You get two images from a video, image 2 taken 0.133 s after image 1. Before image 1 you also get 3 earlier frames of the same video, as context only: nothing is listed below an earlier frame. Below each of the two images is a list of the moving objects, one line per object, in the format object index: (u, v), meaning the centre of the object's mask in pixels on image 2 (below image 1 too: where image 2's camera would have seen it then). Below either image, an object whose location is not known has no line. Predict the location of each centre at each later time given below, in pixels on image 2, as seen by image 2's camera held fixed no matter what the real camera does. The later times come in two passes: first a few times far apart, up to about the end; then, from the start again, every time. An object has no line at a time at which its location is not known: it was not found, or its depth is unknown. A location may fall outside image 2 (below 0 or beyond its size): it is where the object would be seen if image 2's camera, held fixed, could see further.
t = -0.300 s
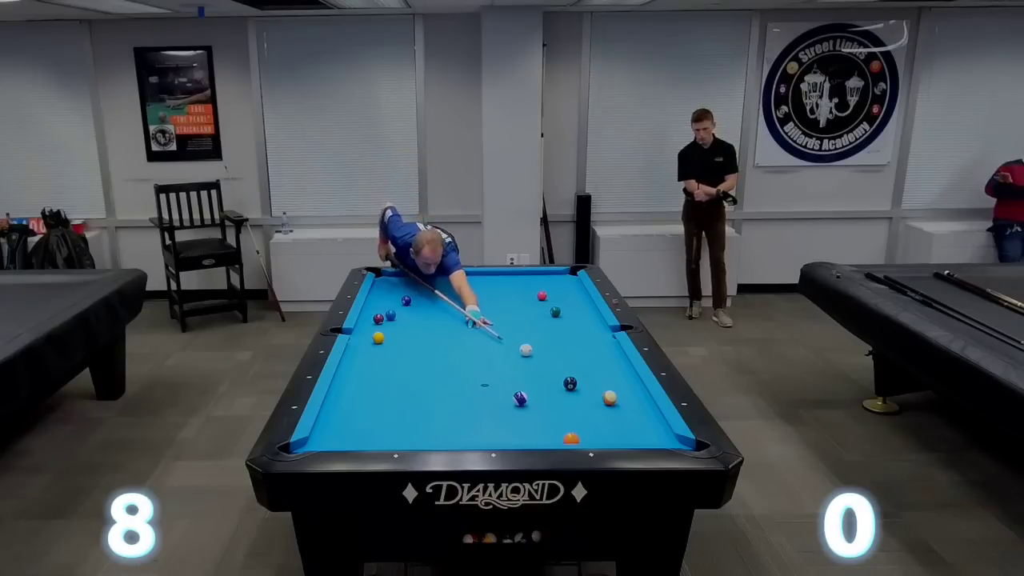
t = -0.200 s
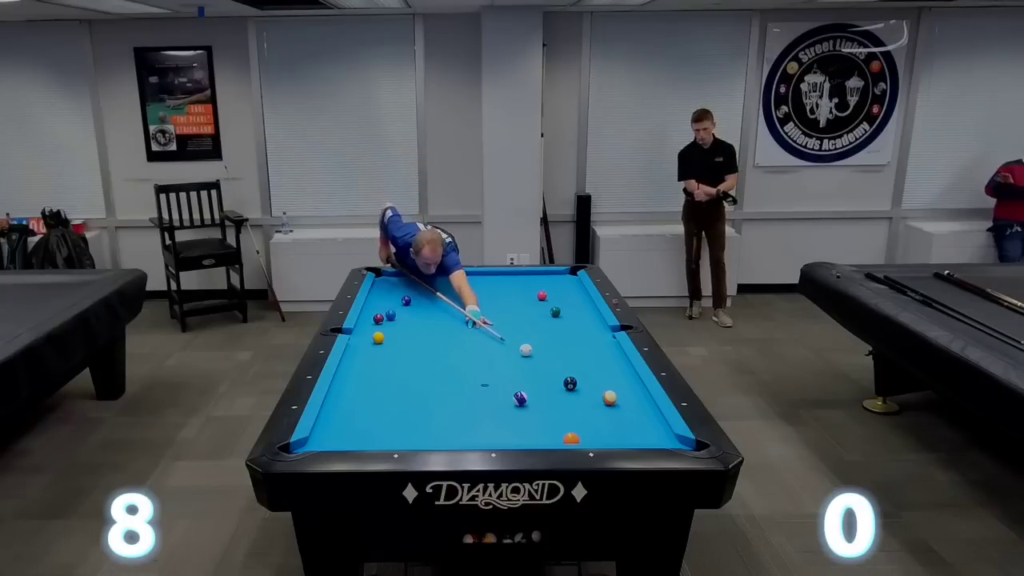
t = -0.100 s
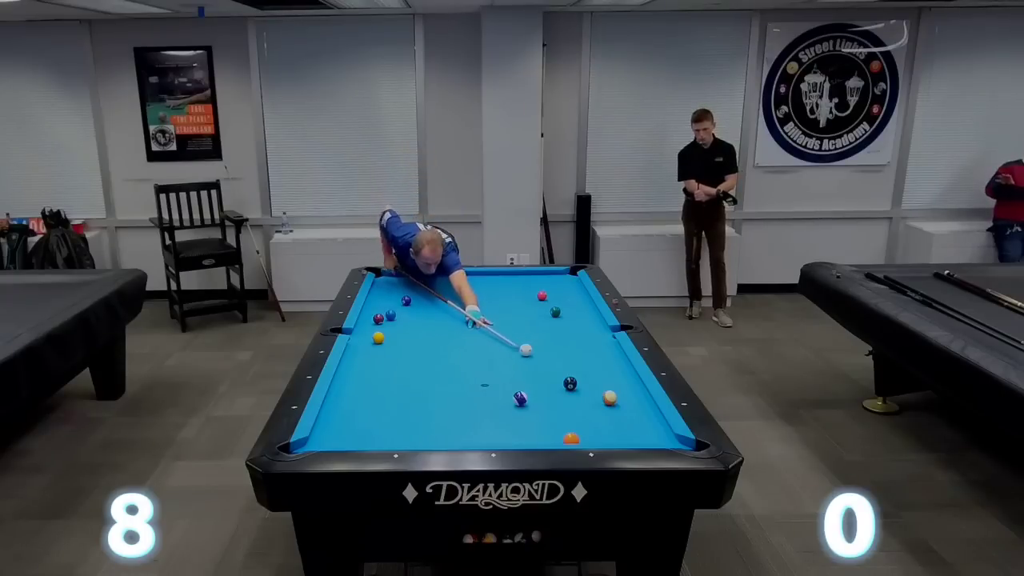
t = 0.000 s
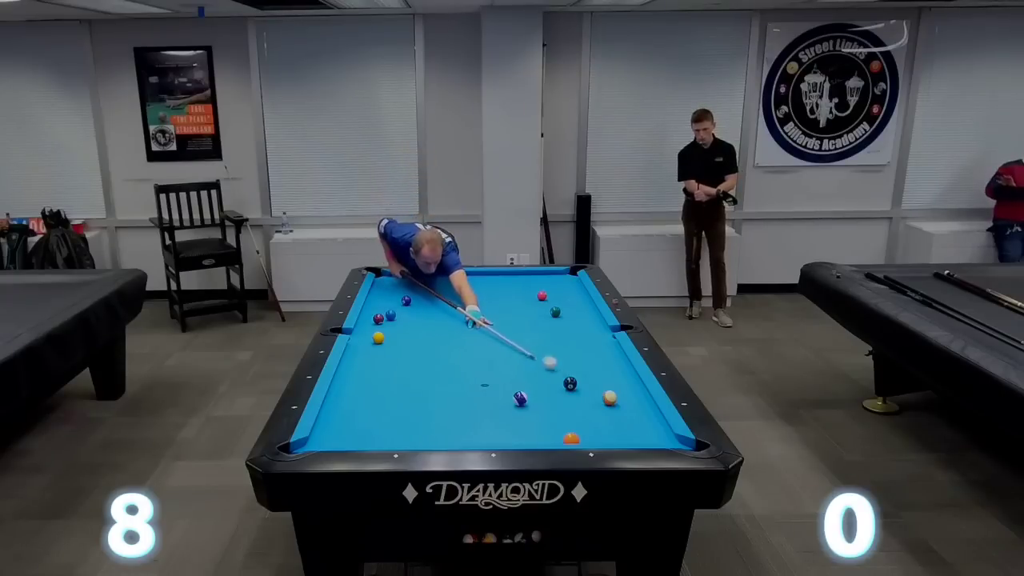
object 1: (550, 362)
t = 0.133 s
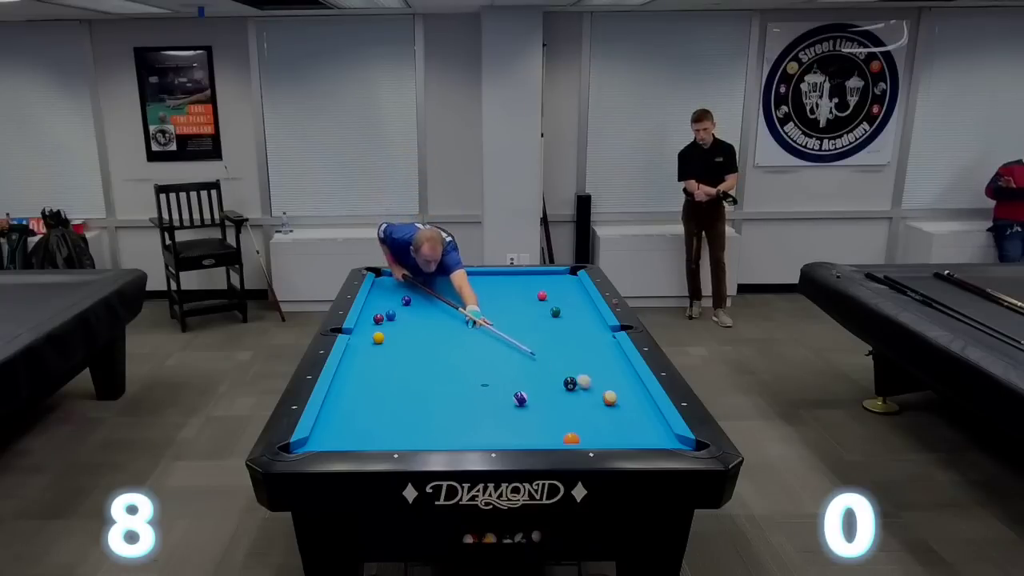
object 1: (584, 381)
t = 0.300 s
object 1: (609, 392)
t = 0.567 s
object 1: (625, 392)
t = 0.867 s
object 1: (642, 392)
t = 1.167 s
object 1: (633, 392)
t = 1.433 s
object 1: (626, 392)
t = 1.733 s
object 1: (619, 392)
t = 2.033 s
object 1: (615, 392)
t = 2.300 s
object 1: (612, 392)
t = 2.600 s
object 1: (610, 392)
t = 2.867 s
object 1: (610, 392)
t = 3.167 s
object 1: (610, 392)
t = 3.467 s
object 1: (610, 392)
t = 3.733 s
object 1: (610, 392)
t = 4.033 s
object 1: (610, 392)
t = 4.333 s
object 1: (610, 392)
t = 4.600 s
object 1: (610, 392)
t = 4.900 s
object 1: (610, 392)
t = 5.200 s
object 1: (610, 392)
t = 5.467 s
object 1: (610, 392)
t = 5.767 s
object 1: (610, 392)
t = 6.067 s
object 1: (610, 392)
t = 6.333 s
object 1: (610, 392)
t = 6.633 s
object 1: (610, 392)
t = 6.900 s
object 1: (610, 392)
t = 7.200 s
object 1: (610, 392)
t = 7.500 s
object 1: (610, 392)
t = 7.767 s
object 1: (610, 392)
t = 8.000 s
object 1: (610, 392)
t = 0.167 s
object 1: (592, 386)
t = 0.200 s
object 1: (599, 389)
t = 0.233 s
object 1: (604, 391)
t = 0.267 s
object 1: (607, 392)
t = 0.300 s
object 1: (609, 392)
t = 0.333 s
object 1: (611, 392)
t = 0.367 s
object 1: (613, 392)
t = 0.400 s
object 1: (615, 392)
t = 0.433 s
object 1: (617, 392)
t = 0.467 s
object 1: (619, 392)
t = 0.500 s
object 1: (621, 392)
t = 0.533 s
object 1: (624, 392)
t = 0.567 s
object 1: (625, 392)
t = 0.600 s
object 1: (628, 392)
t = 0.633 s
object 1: (629, 392)
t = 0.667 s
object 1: (632, 392)
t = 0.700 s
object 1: (633, 392)
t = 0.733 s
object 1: (635, 392)
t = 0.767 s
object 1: (637, 392)
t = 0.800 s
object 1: (639, 392)
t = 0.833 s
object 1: (641, 392)
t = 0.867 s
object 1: (642, 392)
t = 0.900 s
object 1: (641, 393)
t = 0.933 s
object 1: (640, 393)
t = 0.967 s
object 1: (639, 392)
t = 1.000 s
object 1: (638, 392)
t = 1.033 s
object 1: (637, 392)
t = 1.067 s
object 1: (636, 392)
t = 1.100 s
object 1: (635, 392)
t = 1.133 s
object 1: (634, 392)
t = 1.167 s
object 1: (633, 392)
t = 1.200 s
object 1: (632, 392)
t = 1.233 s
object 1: (631, 392)
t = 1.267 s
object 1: (630, 392)
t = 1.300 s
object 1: (629, 392)
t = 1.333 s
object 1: (628, 392)
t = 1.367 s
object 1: (627, 392)
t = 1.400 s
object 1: (627, 392)
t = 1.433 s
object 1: (626, 392)
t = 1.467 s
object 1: (625, 392)
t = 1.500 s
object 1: (624, 392)
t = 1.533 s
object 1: (623, 392)
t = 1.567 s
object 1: (623, 392)
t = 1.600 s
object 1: (622, 392)
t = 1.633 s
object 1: (621, 392)
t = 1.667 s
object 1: (621, 392)
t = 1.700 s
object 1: (620, 392)
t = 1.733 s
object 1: (619, 392)
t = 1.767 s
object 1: (619, 392)
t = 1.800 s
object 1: (618, 392)
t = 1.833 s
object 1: (618, 392)
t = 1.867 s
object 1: (617, 392)
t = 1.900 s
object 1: (617, 392)
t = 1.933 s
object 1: (616, 392)
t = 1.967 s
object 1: (616, 392)
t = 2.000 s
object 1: (615, 392)
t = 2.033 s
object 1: (615, 392)
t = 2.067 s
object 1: (614, 392)
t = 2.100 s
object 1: (614, 392)
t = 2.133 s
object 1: (613, 392)
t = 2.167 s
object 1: (613, 392)
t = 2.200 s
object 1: (613, 392)
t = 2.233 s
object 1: (612, 392)
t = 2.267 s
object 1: (612, 392)
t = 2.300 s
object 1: (612, 392)
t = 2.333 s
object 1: (611, 392)
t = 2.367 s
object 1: (611, 392)
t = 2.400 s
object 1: (611, 392)
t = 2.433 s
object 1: (611, 392)
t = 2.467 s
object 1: (611, 392)
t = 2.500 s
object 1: (611, 392)
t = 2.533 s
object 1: (610, 392)
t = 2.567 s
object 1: (610, 392)
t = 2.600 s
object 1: (610, 392)
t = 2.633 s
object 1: (610, 392)
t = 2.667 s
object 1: (610, 392)
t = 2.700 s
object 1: (610, 392)
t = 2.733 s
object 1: (610, 392)
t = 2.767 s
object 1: (610, 392)
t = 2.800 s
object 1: (610, 392)
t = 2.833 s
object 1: (610, 392)
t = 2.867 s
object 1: (610, 392)
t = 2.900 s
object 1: (610, 392)
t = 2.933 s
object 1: (610, 392)
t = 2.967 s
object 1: (610, 392)
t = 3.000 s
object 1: (610, 392)
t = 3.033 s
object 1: (610, 392)
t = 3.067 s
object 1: (610, 392)
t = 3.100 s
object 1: (610, 392)
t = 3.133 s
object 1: (610, 392)
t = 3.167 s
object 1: (610, 392)
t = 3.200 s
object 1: (610, 392)
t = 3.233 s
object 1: (610, 392)
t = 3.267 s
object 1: (610, 392)
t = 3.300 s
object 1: (610, 392)
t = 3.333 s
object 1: (610, 392)
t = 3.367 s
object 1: (610, 392)
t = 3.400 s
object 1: (610, 392)
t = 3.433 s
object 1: (610, 392)
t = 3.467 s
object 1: (610, 392)
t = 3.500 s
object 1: (610, 392)
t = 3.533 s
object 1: (610, 392)
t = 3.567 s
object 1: (610, 392)
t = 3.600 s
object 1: (610, 392)
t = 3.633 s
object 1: (610, 392)
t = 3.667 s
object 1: (610, 392)
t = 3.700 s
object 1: (610, 392)
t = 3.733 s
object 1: (610, 392)
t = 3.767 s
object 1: (610, 392)
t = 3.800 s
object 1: (610, 392)
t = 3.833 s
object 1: (610, 392)
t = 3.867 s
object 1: (610, 392)
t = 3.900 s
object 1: (610, 392)
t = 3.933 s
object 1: (610, 392)
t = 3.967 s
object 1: (610, 392)
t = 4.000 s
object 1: (610, 392)
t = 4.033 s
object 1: (610, 392)
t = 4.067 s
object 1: (610, 392)
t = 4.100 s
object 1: (610, 392)
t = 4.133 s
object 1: (610, 392)
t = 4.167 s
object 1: (610, 392)
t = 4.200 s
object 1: (610, 392)
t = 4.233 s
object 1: (610, 392)
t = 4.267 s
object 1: (610, 392)
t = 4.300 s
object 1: (610, 392)
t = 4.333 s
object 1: (610, 392)
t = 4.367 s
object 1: (610, 392)
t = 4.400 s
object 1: (610, 392)
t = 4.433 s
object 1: (610, 392)
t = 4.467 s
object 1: (610, 392)
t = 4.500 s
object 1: (610, 392)
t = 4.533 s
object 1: (610, 392)
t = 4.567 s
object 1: (610, 392)
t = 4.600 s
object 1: (610, 392)
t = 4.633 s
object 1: (610, 392)
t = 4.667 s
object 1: (610, 392)
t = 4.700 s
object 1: (610, 392)
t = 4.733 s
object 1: (610, 392)
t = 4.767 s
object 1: (610, 392)
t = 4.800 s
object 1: (610, 392)
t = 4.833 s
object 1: (610, 392)
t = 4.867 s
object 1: (610, 392)
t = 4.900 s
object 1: (610, 392)
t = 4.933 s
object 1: (610, 392)
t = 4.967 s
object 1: (610, 392)
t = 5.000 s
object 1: (610, 392)
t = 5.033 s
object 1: (610, 392)
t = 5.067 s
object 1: (610, 392)
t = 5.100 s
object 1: (610, 392)
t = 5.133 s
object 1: (610, 392)
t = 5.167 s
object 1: (610, 392)
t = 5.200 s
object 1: (610, 392)
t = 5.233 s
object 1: (610, 392)
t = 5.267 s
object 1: (610, 392)
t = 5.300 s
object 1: (610, 392)
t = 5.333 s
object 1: (610, 392)
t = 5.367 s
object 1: (610, 392)
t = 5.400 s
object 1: (610, 392)
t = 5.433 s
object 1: (610, 392)
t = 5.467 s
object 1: (610, 392)
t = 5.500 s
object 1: (610, 392)
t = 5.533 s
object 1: (610, 392)
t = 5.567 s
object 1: (610, 392)
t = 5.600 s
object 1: (610, 392)
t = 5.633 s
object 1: (610, 392)
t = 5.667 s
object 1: (610, 392)
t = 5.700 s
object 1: (610, 392)
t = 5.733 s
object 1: (610, 392)
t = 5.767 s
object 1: (610, 392)
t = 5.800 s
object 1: (610, 392)
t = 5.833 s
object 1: (610, 392)
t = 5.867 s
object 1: (610, 392)
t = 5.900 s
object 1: (610, 392)
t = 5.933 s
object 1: (610, 392)
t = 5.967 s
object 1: (610, 392)
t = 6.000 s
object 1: (610, 392)
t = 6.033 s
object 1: (610, 392)
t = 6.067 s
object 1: (610, 392)
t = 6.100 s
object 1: (610, 392)
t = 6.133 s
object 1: (610, 392)
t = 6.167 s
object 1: (610, 392)
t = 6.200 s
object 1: (610, 392)
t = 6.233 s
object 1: (610, 392)
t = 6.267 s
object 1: (610, 392)
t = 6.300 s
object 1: (610, 392)
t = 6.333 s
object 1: (610, 392)
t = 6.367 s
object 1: (610, 392)
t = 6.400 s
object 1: (610, 392)
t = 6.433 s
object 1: (610, 392)
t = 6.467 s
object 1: (610, 392)
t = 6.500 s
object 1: (610, 392)
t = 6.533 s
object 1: (610, 392)
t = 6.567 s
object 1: (610, 392)
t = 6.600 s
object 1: (610, 392)
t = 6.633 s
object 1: (610, 392)
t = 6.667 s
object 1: (610, 392)
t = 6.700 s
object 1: (610, 392)
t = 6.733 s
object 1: (610, 392)
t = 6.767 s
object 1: (610, 392)
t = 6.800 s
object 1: (610, 392)
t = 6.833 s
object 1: (610, 392)
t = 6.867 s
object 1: (610, 392)
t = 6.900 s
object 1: (610, 392)
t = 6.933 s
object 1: (610, 392)
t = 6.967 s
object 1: (610, 392)
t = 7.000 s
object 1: (610, 392)
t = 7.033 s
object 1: (610, 392)
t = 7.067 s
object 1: (610, 392)
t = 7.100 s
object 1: (610, 392)
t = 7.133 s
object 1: (610, 392)
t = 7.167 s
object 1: (610, 392)
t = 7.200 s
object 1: (610, 392)
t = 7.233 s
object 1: (610, 392)
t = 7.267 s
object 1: (610, 392)
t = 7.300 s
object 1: (610, 392)
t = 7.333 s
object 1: (610, 392)
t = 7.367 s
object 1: (610, 392)
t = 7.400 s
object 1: (610, 392)
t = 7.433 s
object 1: (610, 392)
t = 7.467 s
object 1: (610, 392)
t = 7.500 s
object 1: (610, 392)
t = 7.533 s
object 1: (610, 392)
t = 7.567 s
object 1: (610, 392)
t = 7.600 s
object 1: (610, 392)
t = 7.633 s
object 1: (610, 392)
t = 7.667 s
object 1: (610, 392)
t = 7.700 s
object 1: (610, 392)
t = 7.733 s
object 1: (610, 392)
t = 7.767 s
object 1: (610, 392)
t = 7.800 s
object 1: (610, 392)
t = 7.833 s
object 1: (610, 392)
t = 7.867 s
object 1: (610, 392)
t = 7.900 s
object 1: (610, 392)
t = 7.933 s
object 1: (610, 392)
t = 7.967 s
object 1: (610, 392)
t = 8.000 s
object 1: (610, 392)
